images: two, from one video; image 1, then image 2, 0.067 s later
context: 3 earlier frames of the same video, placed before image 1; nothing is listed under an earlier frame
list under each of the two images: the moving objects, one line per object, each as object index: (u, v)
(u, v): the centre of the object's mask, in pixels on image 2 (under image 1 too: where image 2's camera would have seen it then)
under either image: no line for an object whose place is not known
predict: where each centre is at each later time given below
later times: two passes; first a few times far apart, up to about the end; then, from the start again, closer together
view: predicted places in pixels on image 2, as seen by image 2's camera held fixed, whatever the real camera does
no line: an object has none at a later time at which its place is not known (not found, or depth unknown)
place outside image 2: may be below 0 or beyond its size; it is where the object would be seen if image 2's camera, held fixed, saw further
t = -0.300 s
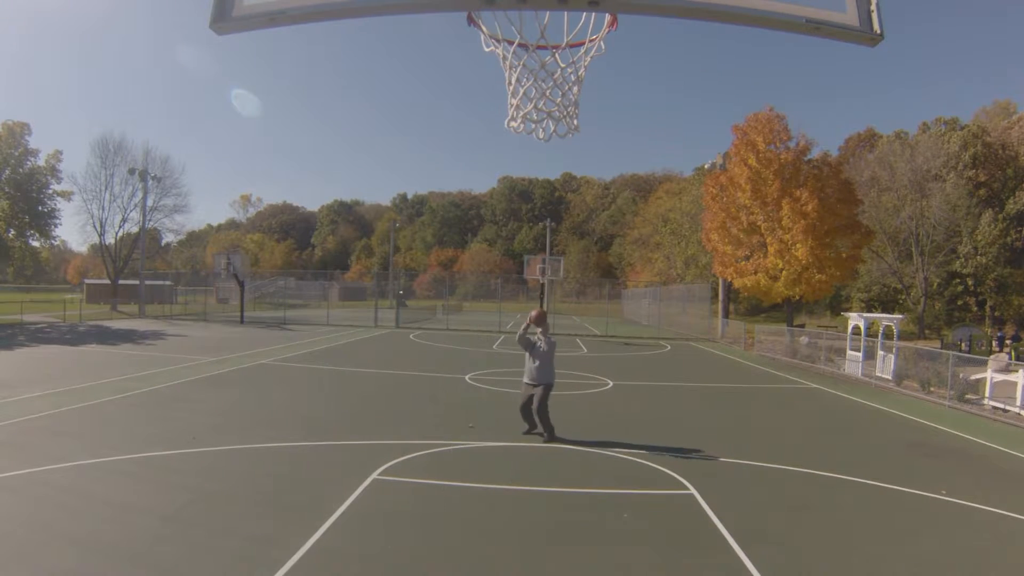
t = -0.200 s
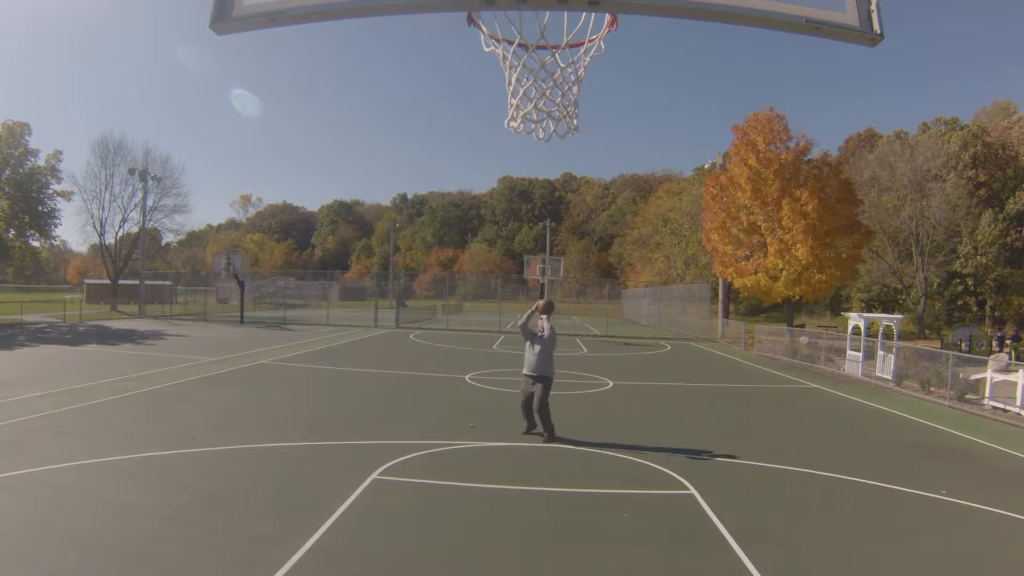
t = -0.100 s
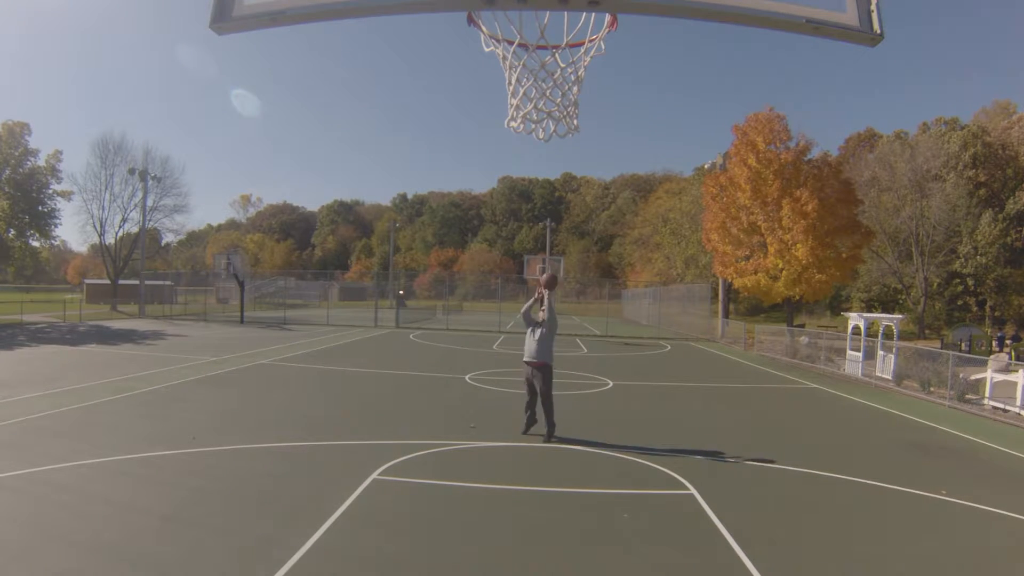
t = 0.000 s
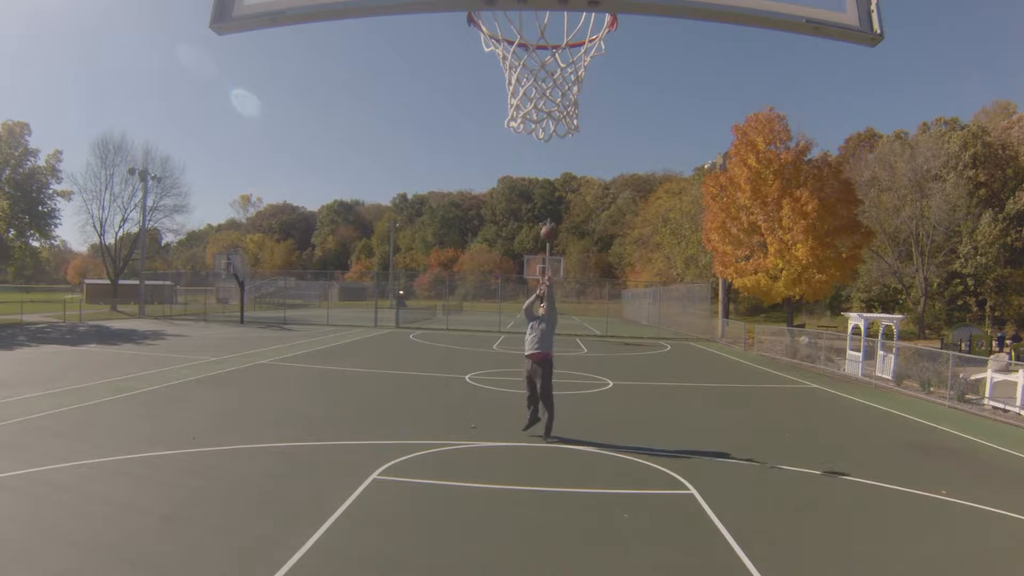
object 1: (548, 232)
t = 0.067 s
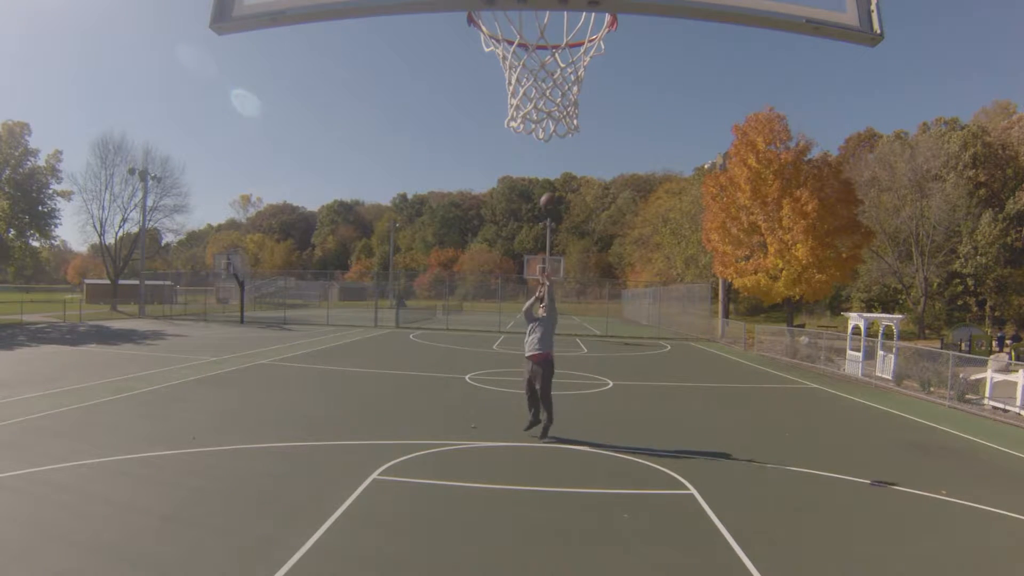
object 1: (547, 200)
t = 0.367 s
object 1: (546, 76)
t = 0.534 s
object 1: (546, 25)
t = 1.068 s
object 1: (521, 18)
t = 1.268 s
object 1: (551, 55)
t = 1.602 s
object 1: (543, 203)
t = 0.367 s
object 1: (546, 76)
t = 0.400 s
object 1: (548, 69)
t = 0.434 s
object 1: (546, 58)
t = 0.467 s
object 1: (547, 44)
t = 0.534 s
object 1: (546, 25)
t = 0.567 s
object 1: (545, 20)
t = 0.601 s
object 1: (545, 16)
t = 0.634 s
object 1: (542, 13)
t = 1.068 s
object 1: (521, 18)
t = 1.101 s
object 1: (518, 26)
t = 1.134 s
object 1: (514, 41)
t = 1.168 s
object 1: (521, 44)
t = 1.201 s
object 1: (532, 40)
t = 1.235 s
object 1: (541, 47)
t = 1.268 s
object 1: (551, 55)
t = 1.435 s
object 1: (571, 105)
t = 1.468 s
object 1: (565, 117)
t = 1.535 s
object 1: (554, 158)
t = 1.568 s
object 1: (548, 178)
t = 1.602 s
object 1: (543, 203)
